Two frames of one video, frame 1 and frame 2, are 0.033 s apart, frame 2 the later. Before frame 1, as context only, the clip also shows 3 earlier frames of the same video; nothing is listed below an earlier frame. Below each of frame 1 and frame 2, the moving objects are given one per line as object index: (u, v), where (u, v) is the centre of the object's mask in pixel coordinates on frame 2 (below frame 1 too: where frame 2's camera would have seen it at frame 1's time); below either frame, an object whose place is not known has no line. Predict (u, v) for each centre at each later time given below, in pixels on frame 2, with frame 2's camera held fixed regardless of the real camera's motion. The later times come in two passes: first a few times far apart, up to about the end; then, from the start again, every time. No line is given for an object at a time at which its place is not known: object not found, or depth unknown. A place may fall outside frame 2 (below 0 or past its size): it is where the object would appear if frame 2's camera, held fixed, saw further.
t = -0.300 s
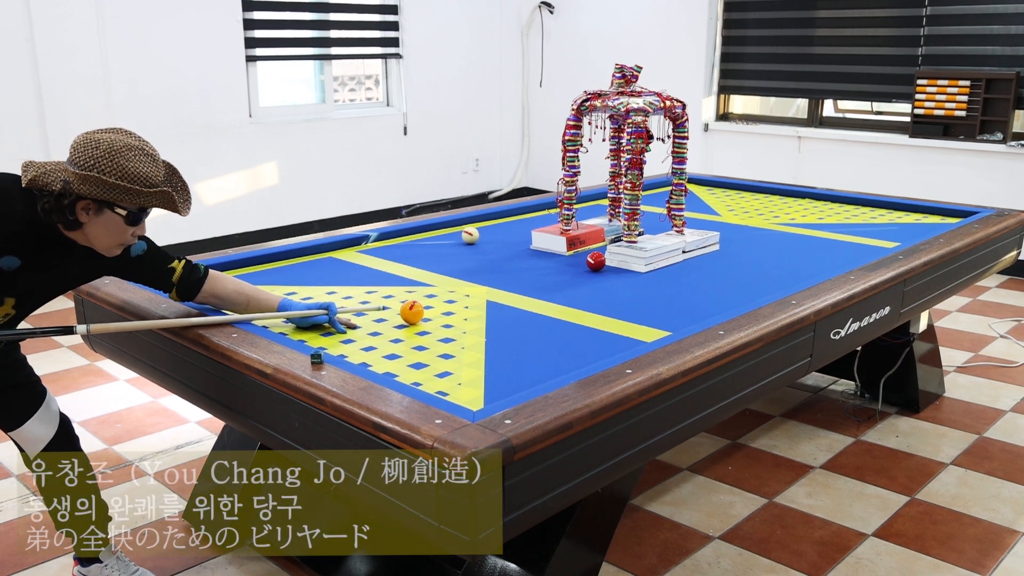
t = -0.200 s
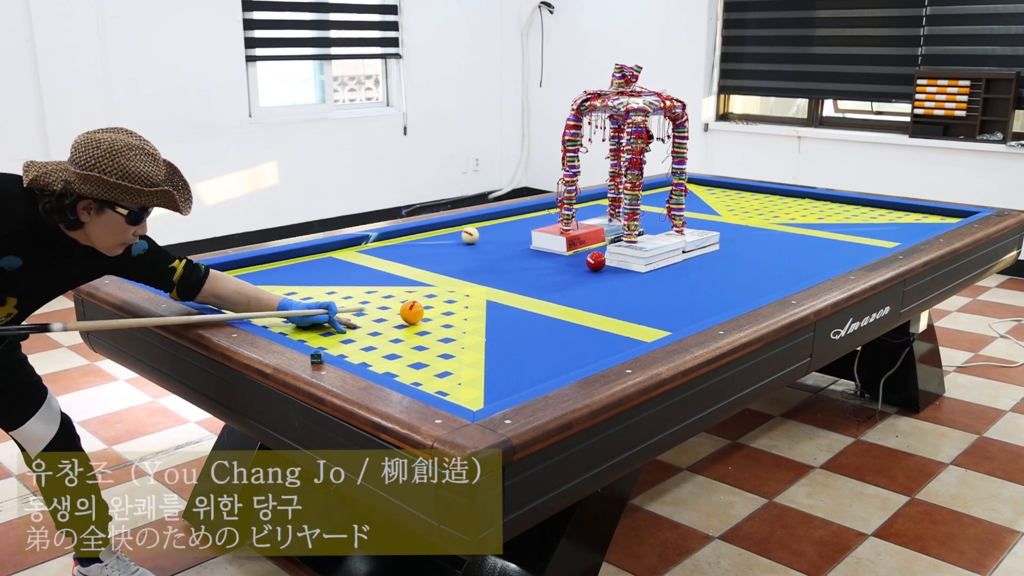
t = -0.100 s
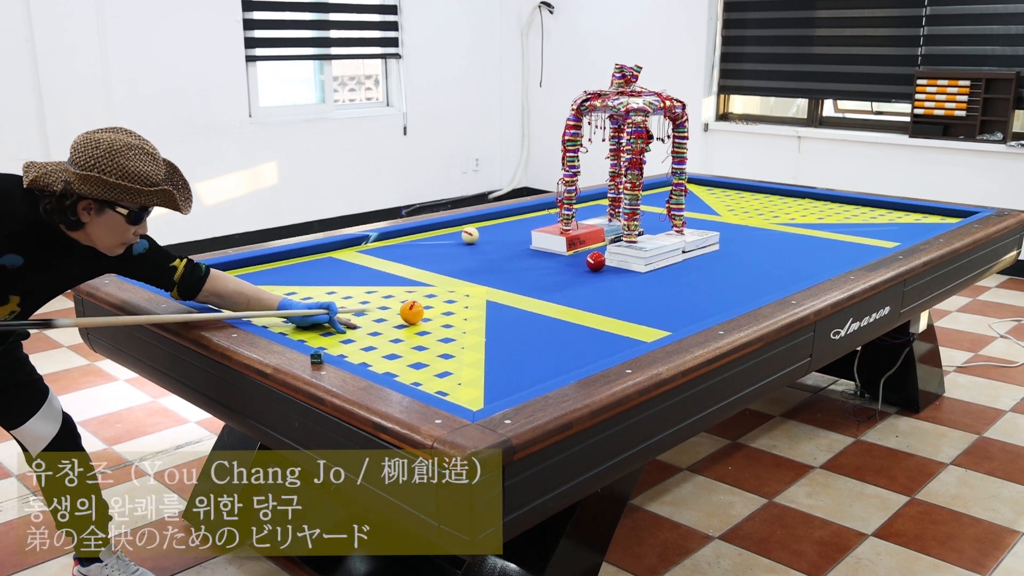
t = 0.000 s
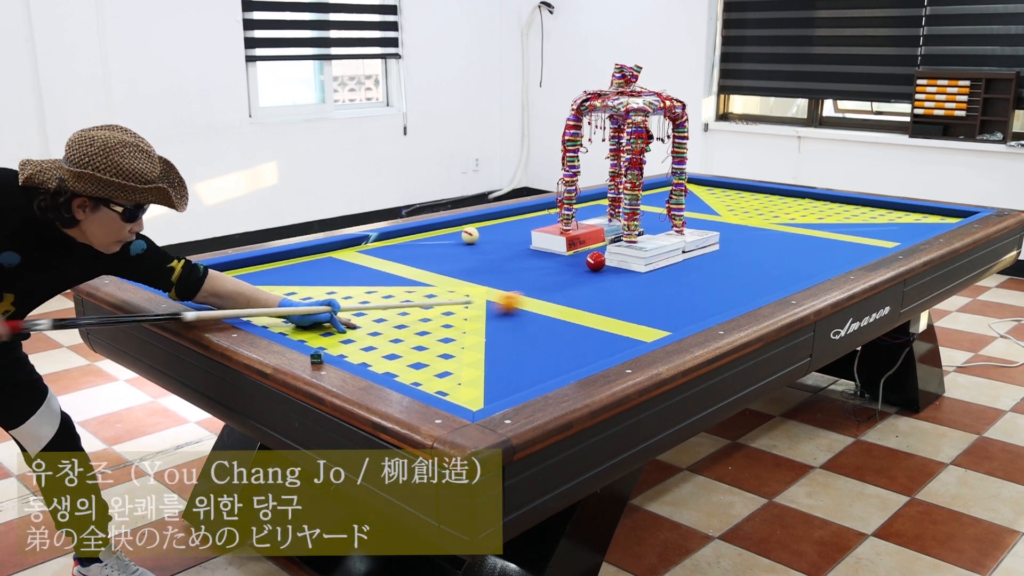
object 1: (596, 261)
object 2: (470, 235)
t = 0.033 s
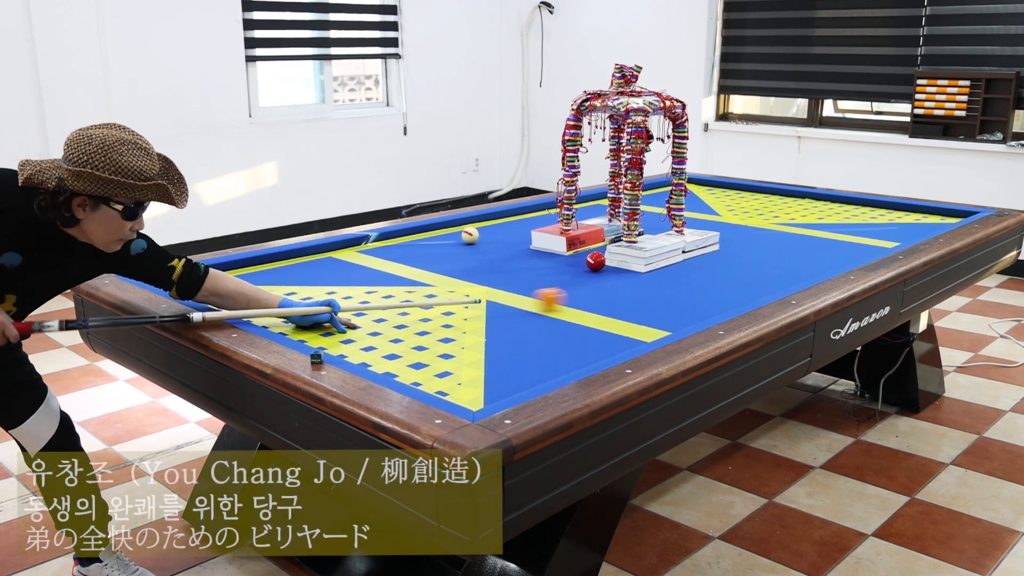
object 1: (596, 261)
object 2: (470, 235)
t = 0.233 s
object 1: (596, 261)
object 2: (470, 235)
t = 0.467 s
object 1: (596, 261)
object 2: (470, 235)
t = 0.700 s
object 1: (596, 261)
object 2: (470, 235)
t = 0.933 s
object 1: (596, 261)
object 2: (470, 236)
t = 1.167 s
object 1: (596, 261)
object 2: (470, 236)
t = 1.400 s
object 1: (596, 261)
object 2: (470, 236)
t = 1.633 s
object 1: (596, 261)
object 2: (470, 236)
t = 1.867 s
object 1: (596, 261)
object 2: (470, 236)
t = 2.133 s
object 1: (596, 261)
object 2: (470, 235)
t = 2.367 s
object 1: (596, 261)
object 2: (470, 236)
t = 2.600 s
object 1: (596, 261)
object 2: (470, 236)
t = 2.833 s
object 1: (596, 261)
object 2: (470, 236)
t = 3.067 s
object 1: (596, 261)
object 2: (470, 236)
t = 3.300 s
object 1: (596, 261)
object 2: (470, 236)
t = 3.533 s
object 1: (596, 261)
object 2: (470, 236)
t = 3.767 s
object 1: (596, 261)
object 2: (470, 235)
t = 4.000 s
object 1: (596, 261)
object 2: (470, 235)
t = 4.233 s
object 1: (596, 261)
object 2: (470, 236)
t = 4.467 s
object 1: (596, 261)
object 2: (470, 236)
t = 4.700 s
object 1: (596, 261)
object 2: (470, 236)
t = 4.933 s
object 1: (593, 261)
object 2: (470, 236)
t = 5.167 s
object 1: (581, 262)
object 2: (470, 236)
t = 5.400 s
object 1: (568, 263)
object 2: (470, 235)
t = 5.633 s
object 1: (557, 263)
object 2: (470, 235)
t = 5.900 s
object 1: (545, 264)
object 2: (470, 235)
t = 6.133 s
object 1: (535, 265)
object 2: (470, 236)
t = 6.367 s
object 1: (526, 265)
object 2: (470, 236)
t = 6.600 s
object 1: (518, 265)
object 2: (470, 236)
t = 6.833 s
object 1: (511, 266)
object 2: (470, 236)
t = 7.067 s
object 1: (504, 266)
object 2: (470, 236)
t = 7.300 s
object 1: (498, 266)
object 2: (470, 236)
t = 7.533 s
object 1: (493, 267)
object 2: (467, 235)
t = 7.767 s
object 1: (488, 267)
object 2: (464, 234)
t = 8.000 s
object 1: (485, 267)
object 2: (461, 234)
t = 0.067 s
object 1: (596, 261)
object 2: (470, 235)
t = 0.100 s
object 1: (596, 261)
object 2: (470, 235)
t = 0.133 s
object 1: (596, 261)
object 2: (470, 235)
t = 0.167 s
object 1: (596, 261)
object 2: (470, 235)
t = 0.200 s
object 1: (596, 261)
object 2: (470, 235)
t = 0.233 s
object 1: (596, 261)
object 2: (470, 235)
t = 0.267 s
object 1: (596, 261)
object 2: (470, 235)
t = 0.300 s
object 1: (596, 261)
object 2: (470, 235)
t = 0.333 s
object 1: (596, 261)
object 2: (470, 235)
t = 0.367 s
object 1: (596, 261)
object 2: (470, 235)
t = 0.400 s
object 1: (596, 261)
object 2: (470, 235)
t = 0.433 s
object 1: (596, 261)
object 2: (470, 235)
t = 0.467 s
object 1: (596, 261)
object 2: (470, 235)
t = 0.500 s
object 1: (596, 261)
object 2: (470, 235)
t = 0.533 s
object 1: (596, 261)
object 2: (470, 235)
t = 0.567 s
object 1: (596, 261)
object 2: (470, 235)
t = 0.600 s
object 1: (596, 261)
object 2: (470, 235)
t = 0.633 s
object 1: (596, 261)
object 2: (470, 235)
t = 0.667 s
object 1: (596, 261)
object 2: (470, 235)
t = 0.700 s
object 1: (596, 261)
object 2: (470, 235)
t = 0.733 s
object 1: (596, 261)
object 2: (470, 235)
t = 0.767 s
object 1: (596, 261)
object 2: (470, 235)
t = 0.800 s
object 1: (596, 261)
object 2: (470, 235)
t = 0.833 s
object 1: (596, 261)
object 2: (470, 236)
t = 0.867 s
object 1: (596, 261)
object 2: (470, 235)
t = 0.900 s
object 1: (596, 261)
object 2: (470, 236)
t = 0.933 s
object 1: (596, 261)
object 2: (470, 236)
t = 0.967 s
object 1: (596, 261)
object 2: (470, 236)
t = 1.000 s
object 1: (596, 261)
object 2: (470, 236)
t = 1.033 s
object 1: (596, 261)
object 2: (470, 236)
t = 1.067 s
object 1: (596, 261)
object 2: (470, 236)
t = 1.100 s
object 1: (596, 261)
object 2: (470, 236)
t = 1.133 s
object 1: (596, 261)
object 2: (470, 236)
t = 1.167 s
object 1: (596, 261)
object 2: (470, 236)
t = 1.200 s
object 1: (596, 261)
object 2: (470, 236)
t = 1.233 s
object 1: (596, 261)
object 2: (470, 236)
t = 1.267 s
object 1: (596, 261)
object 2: (470, 236)
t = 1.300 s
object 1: (596, 261)
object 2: (470, 236)
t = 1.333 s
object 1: (596, 261)
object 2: (470, 236)
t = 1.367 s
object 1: (596, 261)
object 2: (470, 236)
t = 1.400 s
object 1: (596, 261)
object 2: (470, 236)
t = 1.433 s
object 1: (596, 261)
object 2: (470, 236)
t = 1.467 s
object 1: (596, 261)
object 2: (470, 236)
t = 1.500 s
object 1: (596, 261)
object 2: (470, 236)
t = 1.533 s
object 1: (596, 261)
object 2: (470, 236)
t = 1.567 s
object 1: (596, 261)
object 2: (470, 236)
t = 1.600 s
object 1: (596, 261)
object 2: (470, 236)
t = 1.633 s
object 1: (596, 261)
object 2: (470, 236)
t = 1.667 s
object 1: (596, 261)
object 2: (470, 236)
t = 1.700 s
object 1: (596, 261)
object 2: (470, 236)
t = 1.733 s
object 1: (596, 261)
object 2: (470, 236)
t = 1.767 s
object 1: (596, 261)
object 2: (470, 236)
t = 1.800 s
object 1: (596, 261)
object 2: (470, 236)
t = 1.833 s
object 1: (596, 261)
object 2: (470, 236)
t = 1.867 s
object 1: (596, 261)
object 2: (470, 236)
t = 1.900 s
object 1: (596, 261)
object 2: (470, 236)
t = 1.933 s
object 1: (596, 261)
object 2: (470, 236)
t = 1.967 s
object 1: (596, 261)
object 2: (470, 236)
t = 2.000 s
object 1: (596, 261)
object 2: (470, 236)
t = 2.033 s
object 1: (596, 261)
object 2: (470, 236)
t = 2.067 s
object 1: (596, 261)
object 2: (470, 236)
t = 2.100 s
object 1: (596, 261)
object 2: (470, 235)
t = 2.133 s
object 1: (596, 261)
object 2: (470, 235)
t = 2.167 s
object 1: (596, 261)
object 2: (470, 235)
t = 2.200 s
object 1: (596, 261)
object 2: (470, 236)
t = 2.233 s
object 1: (596, 261)
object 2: (470, 235)
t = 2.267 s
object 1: (596, 261)
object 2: (470, 236)
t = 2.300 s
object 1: (596, 261)
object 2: (470, 236)
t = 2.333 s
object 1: (596, 261)
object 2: (470, 236)
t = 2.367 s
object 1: (596, 261)
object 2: (470, 236)
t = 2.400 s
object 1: (596, 261)
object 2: (470, 236)
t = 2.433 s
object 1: (596, 261)
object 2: (470, 236)
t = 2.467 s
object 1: (596, 261)
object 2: (470, 236)
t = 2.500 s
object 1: (596, 261)
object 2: (470, 236)
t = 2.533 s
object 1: (596, 261)
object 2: (470, 236)
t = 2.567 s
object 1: (596, 261)
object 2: (470, 236)
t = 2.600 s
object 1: (596, 261)
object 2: (470, 236)
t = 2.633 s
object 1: (596, 261)
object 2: (470, 236)
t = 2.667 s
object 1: (596, 261)
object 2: (470, 236)
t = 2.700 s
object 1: (596, 261)
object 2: (470, 236)
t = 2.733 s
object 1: (596, 261)
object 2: (470, 236)
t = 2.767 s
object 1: (596, 261)
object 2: (470, 236)
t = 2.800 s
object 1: (596, 261)
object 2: (470, 236)
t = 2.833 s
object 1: (596, 261)
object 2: (470, 236)
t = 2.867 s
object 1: (596, 261)
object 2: (470, 236)
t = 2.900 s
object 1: (596, 261)
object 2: (470, 236)
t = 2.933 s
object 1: (596, 261)
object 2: (470, 236)
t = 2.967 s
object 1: (596, 261)
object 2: (470, 236)
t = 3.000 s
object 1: (596, 261)
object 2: (470, 236)
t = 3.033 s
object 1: (596, 261)
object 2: (470, 236)
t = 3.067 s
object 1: (596, 261)
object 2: (470, 236)
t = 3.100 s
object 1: (596, 261)
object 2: (470, 236)
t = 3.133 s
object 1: (596, 261)
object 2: (470, 236)
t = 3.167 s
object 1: (596, 261)
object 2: (470, 236)
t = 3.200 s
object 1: (596, 261)
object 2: (470, 236)
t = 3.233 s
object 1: (596, 261)
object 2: (470, 236)
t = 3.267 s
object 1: (596, 261)
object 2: (470, 236)
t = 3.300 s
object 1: (596, 261)
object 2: (470, 236)
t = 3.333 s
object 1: (596, 261)
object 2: (470, 236)
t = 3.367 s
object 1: (596, 261)
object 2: (470, 236)
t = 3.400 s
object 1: (596, 261)
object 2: (470, 236)
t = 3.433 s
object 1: (596, 261)
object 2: (470, 236)
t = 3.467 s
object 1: (596, 261)
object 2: (470, 236)
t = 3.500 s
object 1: (596, 261)
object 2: (470, 236)
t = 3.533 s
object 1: (596, 261)
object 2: (470, 236)
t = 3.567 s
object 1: (596, 261)
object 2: (470, 236)
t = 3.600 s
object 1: (596, 261)
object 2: (470, 236)
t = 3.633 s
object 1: (596, 261)
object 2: (470, 236)
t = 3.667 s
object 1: (596, 261)
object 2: (470, 236)
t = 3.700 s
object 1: (596, 261)
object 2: (470, 236)
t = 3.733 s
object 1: (596, 261)
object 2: (470, 236)
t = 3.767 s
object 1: (596, 261)
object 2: (470, 235)
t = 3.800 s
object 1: (596, 261)
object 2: (470, 235)
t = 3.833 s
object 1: (596, 261)
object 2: (470, 235)
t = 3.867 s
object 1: (596, 261)
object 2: (470, 235)
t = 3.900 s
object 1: (596, 261)
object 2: (470, 235)
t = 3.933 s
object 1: (596, 261)
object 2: (470, 235)
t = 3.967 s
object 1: (596, 261)
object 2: (470, 235)
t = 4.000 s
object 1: (596, 261)
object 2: (470, 235)
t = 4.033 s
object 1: (596, 261)
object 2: (470, 235)
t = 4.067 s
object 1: (596, 261)
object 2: (470, 235)
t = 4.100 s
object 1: (596, 261)
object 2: (470, 235)
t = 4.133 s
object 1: (596, 261)
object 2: (470, 236)
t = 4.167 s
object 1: (596, 261)
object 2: (470, 236)
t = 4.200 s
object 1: (596, 261)
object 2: (470, 235)
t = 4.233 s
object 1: (596, 261)
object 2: (470, 236)
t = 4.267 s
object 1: (596, 261)
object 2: (470, 235)
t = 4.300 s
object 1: (596, 261)
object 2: (470, 236)
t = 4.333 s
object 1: (596, 261)
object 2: (470, 235)
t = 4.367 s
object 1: (596, 261)
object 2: (470, 235)
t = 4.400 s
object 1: (596, 261)
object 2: (470, 236)
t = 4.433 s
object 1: (596, 261)
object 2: (470, 236)
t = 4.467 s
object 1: (596, 261)
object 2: (470, 236)
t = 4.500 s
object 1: (596, 261)
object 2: (470, 236)
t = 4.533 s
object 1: (596, 261)
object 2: (470, 236)
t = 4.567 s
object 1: (596, 261)
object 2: (470, 235)
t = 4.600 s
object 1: (596, 261)
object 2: (470, 236)
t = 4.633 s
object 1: (596, 261)
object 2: (470, 236)
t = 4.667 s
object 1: (596, 261)
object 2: (470, 236)
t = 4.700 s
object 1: (596, 261)
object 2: (470, 236)
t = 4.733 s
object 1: (596, 261)
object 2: (470, 236)
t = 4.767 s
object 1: (596, 261)
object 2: (470, 235)
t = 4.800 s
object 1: (596, 261)
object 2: (470, 236)
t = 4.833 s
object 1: (596, 261)
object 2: (470, 235)
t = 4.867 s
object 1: (596, 261)
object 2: (470, 236)
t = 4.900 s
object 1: (596, 261)
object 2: (470, 236)
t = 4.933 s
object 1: (593, 261)
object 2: (470, 236)
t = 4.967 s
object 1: (592, 261)
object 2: (470, 236)
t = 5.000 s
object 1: (590, 262)
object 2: (470, 236)
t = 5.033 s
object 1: (588, 262)
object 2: (470, 236)
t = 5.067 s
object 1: (586, 262)
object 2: (470, 236)
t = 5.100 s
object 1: (584, 262)
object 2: (470, 236)
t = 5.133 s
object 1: (582, 262)
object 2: (470, 235)
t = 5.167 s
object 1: (581, 262)
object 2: (470, 236)
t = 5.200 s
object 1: (579, 262)
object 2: (470, 235)
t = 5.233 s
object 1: (577, 262)
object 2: (470, 236)
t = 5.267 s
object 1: (575, 263)
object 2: (470, 236)
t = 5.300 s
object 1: (573, 263)
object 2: (470, 235)
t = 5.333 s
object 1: (572, 263)
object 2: (470, 235)
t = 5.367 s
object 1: (570, 263)
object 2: (470, 236)
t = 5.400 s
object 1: (568, 263)
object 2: (470, 235)
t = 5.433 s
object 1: (567, 263)
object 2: (470, 236)
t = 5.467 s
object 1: (565, 263)
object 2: (470, 236)
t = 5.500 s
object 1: (563, 263)
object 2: (470, 236)
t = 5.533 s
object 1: (562, 263)
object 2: (470, 235)
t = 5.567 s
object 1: (560, 263)
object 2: (470, 236)
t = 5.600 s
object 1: (559, 263)
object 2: (470, 235)
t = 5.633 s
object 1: (557, 263)
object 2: (470, 235)
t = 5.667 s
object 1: (556, 263)
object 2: (470, 236)
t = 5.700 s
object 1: (554, 264)
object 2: (470, 235)
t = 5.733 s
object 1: (552, 264)
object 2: (470, 236)
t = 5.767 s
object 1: (551, 264)
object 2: (470, 236)
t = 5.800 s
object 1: (549, 264)
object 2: (470, 236)
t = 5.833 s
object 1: (548, 264)
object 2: (470, 236)
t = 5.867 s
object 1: (546, 264)
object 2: (470, 235)
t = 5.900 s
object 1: (545, 264)
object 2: (470, 235)
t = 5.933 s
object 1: (544, 264)
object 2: (470, 236)
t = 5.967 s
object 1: (542, 264)
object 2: (470, 236)
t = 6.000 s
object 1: (541, 264)
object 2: (470, 236)
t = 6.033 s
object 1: (539, 264)
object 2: (470, 236)
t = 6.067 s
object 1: (538, 264)
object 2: (470, 235)
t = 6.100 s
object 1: (537, 264)
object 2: (470, 236)
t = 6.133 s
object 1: (535, 265)
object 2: (470, 236)
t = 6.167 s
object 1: (534, 265)
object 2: (470, 236)
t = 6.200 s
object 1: (533, 265)
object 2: (470, 236)
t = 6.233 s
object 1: (531, 265)
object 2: (470, 236)
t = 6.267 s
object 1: (530, 265)
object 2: (470, 236)
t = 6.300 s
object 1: (529, 265)
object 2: (470, 236)
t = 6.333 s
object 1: (528, 265)
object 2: (470, 236)
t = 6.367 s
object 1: (526, 265)
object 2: (470, 236)
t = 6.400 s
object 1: (525, 265)
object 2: (470, 236)
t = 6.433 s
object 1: (524, 265)
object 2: (470, 236)
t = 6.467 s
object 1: (523, 265)
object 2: (470, 236)
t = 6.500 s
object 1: (522, 265)
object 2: (470, 236)
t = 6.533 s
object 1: (520, 265)
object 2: (470, 236)
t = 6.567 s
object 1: (519, 265)
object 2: (470, 236)
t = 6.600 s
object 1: (518, 265)
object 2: (470, 236)
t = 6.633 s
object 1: (517, 265)
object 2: (470, 236)
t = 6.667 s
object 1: (516, 265)
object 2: (470, 236)
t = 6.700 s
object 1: (515, 266)
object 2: (470, 236)
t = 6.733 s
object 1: (514, 266)
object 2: (470, 236)
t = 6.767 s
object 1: (513, 266)
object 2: (470, 236)
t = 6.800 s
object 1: (512, 266)
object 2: (470, 236)
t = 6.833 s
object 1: (511, 266)
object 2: (470, 236)
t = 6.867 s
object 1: (510, 266)
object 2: (470, 236)
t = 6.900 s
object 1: (509, 266)
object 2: (470, 236)
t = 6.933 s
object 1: (508, 266)
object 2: (470, 236)
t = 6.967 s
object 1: (507, 266)
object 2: (470, 236)
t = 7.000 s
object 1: (506, 266)
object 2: (470, 236)
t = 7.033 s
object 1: (505, 266)
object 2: (470, 236)
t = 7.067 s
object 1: (504, 266)
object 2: (470, 236)
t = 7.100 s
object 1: (503, 266)
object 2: (470, 236)
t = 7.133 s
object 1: (502, 266)
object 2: (470, 236)
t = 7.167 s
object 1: (501, 266)
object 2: (470, 236)
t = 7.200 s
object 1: (500, 266)
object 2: (470, 236)
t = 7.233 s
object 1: (500, 266)
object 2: (470, 236)
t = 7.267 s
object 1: (499, 266)
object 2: (470, 236)
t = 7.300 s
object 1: (498, 266)
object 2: (470, 236)
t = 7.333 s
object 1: (497, 266)
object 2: (469, 236)
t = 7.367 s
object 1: (496, 266)
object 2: (469, 235)
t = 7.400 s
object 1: (496, 266)
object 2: (469, 235)
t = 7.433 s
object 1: (495, 266)
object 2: (468, 235)
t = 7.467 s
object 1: (494, 266)
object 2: (468, 235)
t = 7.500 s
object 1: (493, 266)
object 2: (467, 235)
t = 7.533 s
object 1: (493, 267)
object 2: (467, 235)
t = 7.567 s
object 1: (492, 267)
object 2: (466, 235)
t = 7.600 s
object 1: (491, 267)
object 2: (466, 235)
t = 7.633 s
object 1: (491, 267)
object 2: (465, 235)
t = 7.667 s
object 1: (490, 267)
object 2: (465, 235)
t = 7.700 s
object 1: (489, 267)
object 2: (464, 234)
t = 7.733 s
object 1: (489, 267)
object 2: (464, 234)
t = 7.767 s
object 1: (488, 267)
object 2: (464, 234)
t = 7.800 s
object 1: (488, 267)
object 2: (463, 234)
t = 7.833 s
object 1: (487, 267)
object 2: (463, 234)
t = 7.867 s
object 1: (487, 267)
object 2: (462, 234)
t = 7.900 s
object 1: (486, 267)
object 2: (462, 234)
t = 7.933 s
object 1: (486, 267)
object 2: (462, 234)
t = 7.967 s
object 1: (485, 267)
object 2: (461, 234)
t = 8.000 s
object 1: (485, 267)
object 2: (461, 234)
